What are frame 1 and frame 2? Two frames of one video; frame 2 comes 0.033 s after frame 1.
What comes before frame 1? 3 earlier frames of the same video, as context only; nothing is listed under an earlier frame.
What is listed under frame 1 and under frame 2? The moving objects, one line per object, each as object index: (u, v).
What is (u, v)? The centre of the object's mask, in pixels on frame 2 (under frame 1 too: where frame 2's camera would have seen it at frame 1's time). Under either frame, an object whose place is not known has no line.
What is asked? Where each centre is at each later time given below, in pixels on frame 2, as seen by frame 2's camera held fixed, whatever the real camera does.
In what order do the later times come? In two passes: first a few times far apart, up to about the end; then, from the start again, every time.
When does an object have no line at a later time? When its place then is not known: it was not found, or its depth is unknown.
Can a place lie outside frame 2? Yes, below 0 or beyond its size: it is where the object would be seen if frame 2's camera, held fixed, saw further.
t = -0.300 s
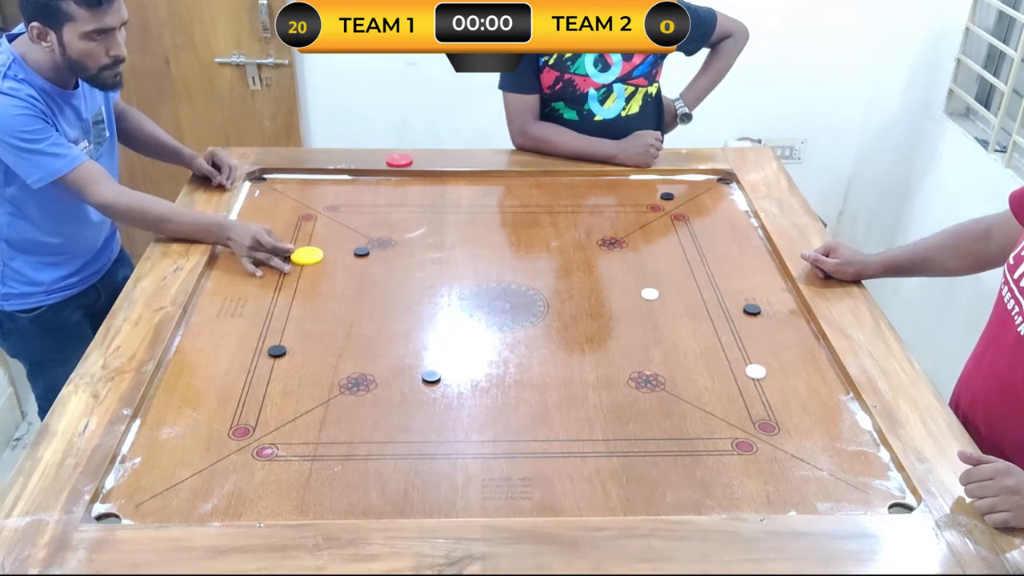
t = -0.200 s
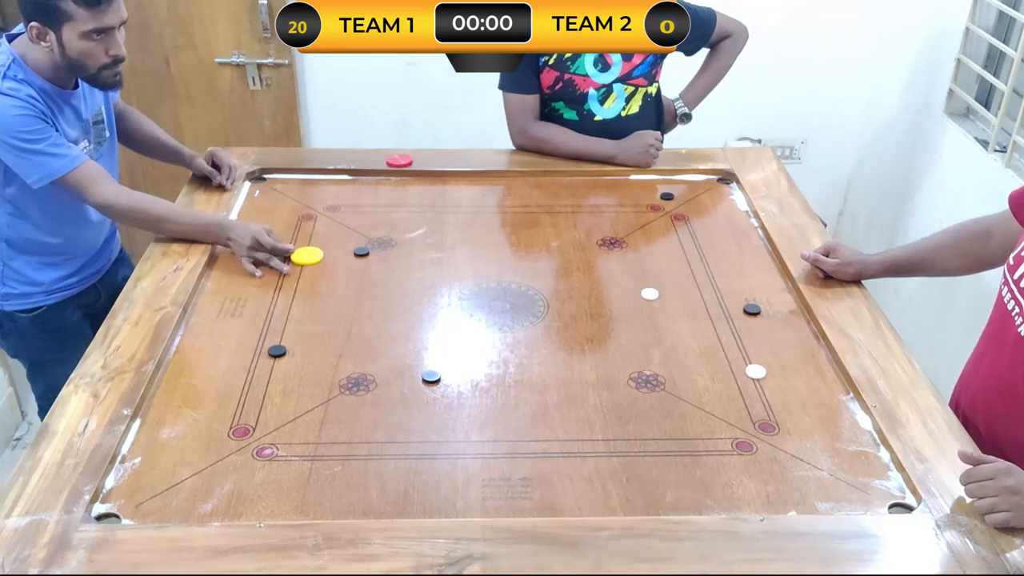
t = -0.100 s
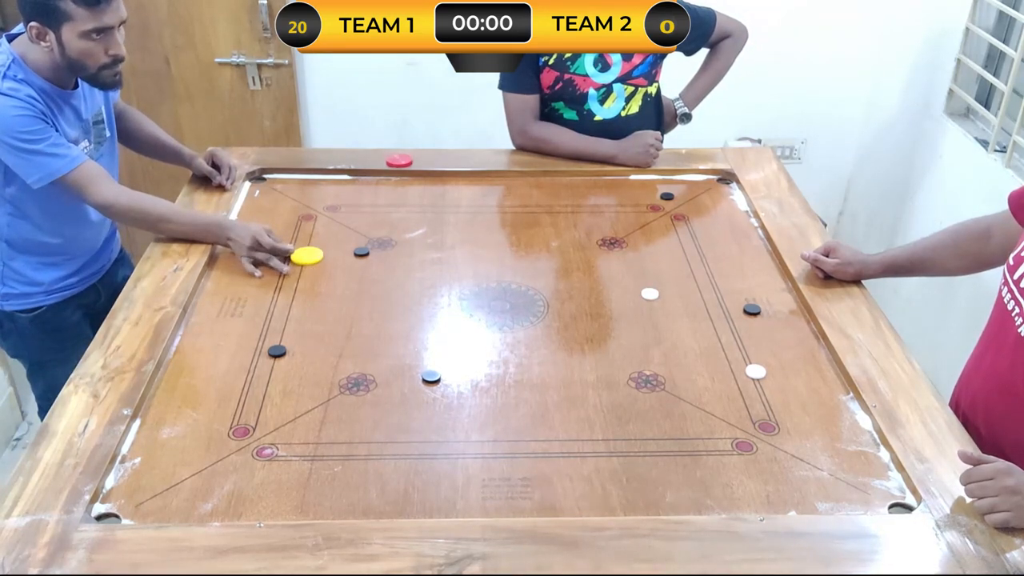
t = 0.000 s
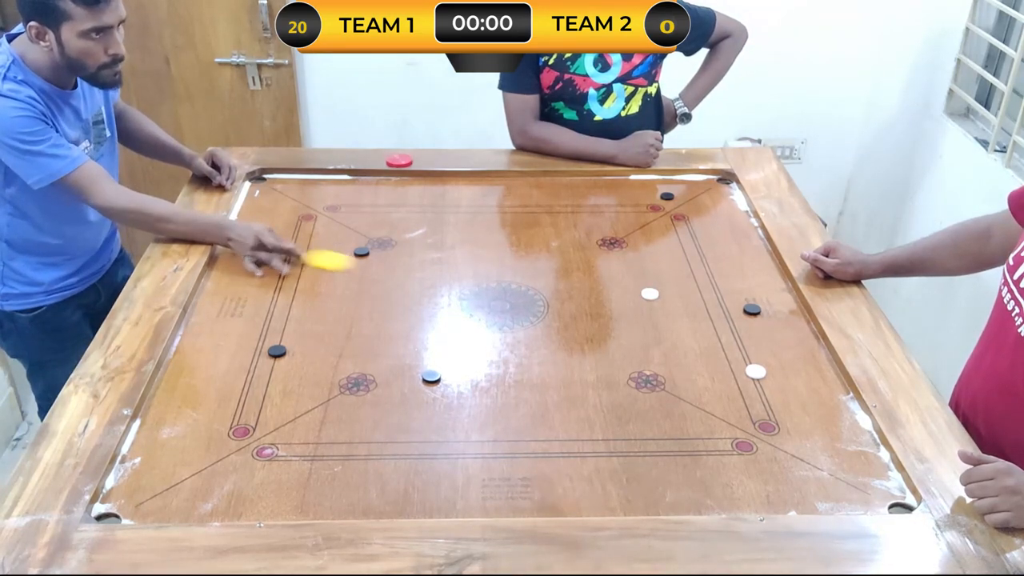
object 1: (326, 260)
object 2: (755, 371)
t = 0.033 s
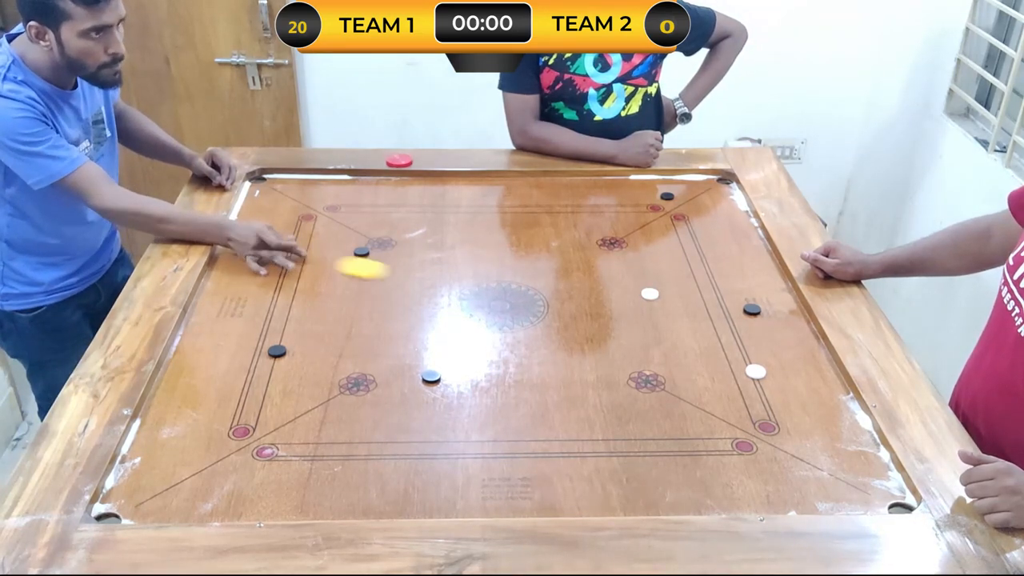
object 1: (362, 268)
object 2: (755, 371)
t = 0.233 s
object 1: (593, 322)
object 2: (755, 371)
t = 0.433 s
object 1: (788, 361)
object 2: (787, 402)
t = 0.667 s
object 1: (724, 380)
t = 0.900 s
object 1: (635, 394)
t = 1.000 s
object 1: (606, 399)
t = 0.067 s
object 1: (426, 283)
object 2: (755, 371)
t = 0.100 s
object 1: (461, 291)
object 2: (755, 371)
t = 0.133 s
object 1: (495, 299)
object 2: (755, 371)
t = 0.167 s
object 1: (526, 306)
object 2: (755, 371)
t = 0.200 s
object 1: (561, 314)
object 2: (755, 371)
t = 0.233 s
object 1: (593, 322)
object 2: (755, 371)
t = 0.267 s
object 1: (626, 329)
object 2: (755, 371)
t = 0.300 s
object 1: (660, 337)
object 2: (755, 371)
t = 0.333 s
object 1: (694, 345)
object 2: (755, 371)
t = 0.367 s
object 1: (727, 352)
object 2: (755, 371)
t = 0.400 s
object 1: (760, 358)
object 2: (767, 383)
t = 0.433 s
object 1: (788, 361)
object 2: (787, 402)
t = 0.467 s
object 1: (812, 364)
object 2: (807, 422)
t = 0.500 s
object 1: (802, 367)
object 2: (827, 443)
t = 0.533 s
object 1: (785, 370)
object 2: (847, 463)
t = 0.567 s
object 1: (770, 372)
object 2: (871, 486)
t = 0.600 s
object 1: (754, 375)
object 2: (889, 504)
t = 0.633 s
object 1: (739, 378)
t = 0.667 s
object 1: (724, 380)
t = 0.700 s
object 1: (710, 382)
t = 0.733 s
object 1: (696, 385)
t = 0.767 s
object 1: (682, 387)
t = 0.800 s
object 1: (669, 389)
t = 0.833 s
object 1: (657, 391)
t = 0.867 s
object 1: (646, 392)
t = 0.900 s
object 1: (635, 394)
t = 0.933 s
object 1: (625, 396)
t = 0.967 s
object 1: (616, 397)
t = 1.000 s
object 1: (606, 399)
